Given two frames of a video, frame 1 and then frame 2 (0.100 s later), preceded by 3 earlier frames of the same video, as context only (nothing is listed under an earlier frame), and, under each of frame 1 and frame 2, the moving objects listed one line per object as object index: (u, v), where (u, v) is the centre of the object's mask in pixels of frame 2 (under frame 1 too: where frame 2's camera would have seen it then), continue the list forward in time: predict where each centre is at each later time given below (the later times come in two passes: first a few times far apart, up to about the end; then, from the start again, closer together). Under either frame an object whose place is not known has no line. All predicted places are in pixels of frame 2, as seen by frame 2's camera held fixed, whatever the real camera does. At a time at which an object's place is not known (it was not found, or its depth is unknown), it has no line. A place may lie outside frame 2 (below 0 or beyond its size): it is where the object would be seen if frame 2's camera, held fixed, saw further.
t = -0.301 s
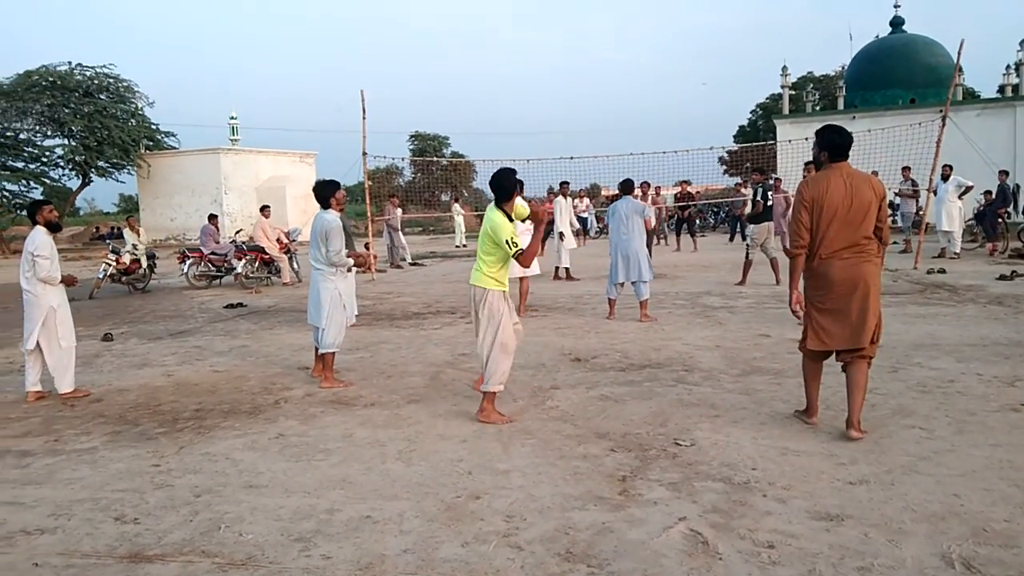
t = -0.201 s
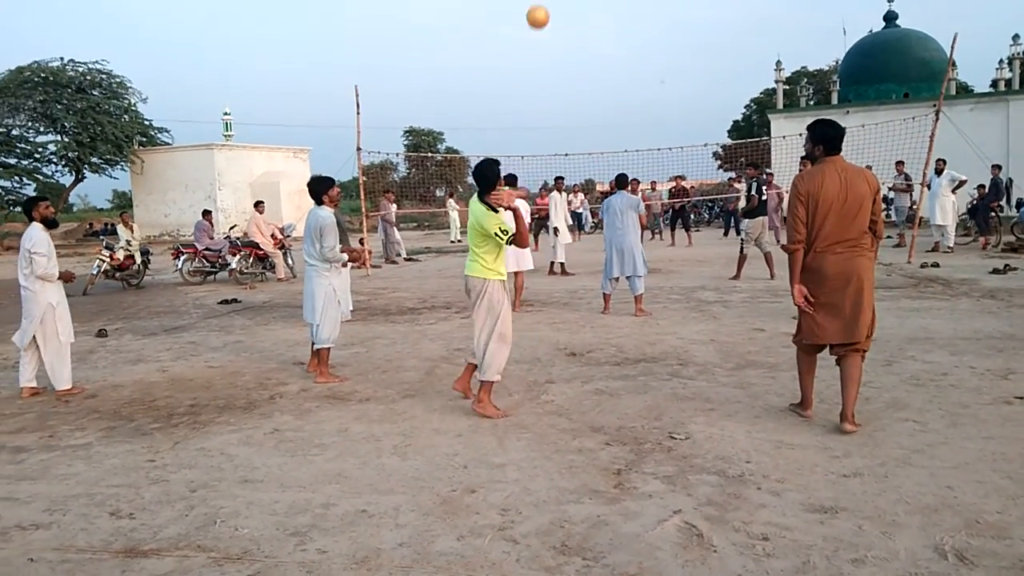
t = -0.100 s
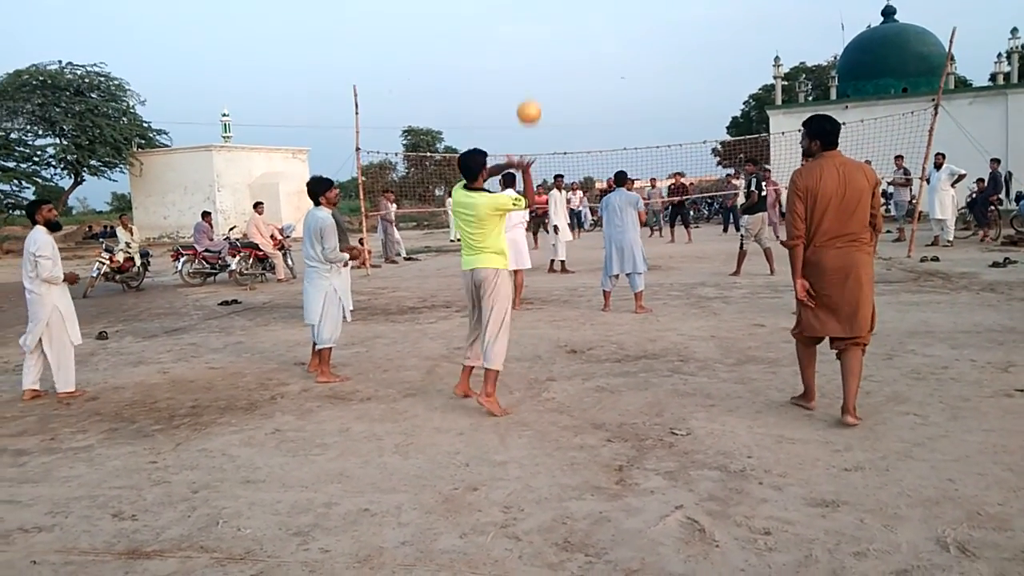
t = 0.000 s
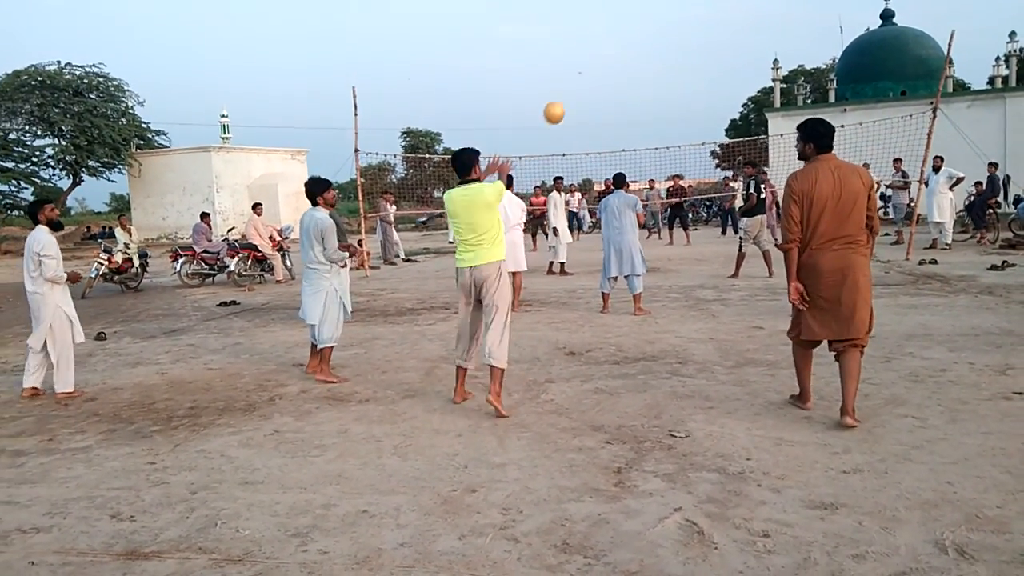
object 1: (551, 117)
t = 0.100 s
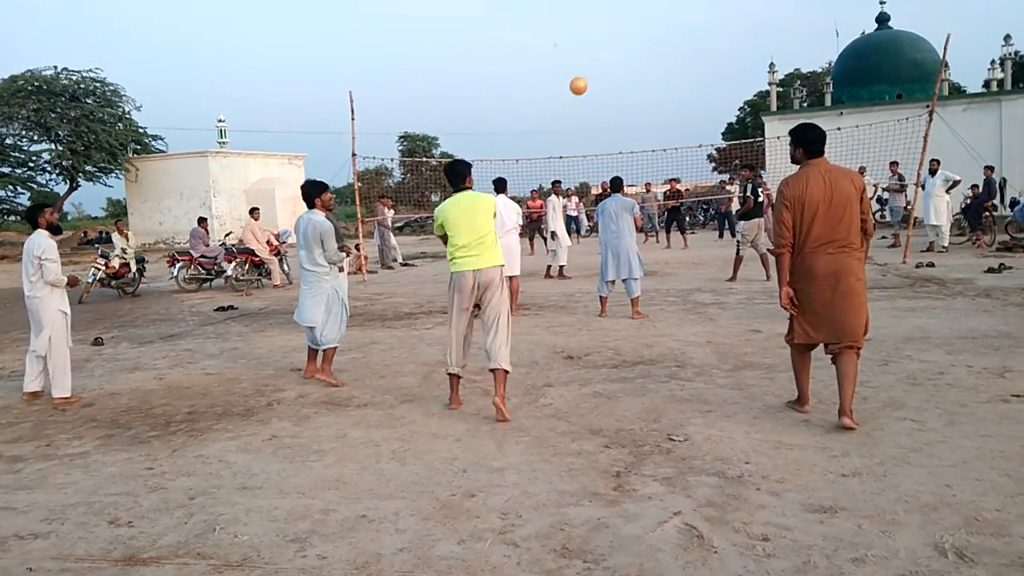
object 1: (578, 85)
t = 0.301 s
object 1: (613, 66)
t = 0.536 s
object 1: (643, 79)
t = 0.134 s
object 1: (585, 79)
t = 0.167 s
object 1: (592, 74)
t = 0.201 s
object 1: (598, 70)
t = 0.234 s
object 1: (603, 68)
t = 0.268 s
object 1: (608, 66)
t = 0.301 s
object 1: (613, 66)
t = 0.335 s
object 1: (618, 66)
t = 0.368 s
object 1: (623, 67)
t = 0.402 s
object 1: (627, 68)
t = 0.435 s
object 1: (632, 70)
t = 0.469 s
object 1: (635, 73)
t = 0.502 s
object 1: (640, 76)
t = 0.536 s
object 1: (643, 79)
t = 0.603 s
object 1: (651, 87)
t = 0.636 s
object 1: (654, 92)
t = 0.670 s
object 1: (657, 97)
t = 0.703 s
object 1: (661, 102)
